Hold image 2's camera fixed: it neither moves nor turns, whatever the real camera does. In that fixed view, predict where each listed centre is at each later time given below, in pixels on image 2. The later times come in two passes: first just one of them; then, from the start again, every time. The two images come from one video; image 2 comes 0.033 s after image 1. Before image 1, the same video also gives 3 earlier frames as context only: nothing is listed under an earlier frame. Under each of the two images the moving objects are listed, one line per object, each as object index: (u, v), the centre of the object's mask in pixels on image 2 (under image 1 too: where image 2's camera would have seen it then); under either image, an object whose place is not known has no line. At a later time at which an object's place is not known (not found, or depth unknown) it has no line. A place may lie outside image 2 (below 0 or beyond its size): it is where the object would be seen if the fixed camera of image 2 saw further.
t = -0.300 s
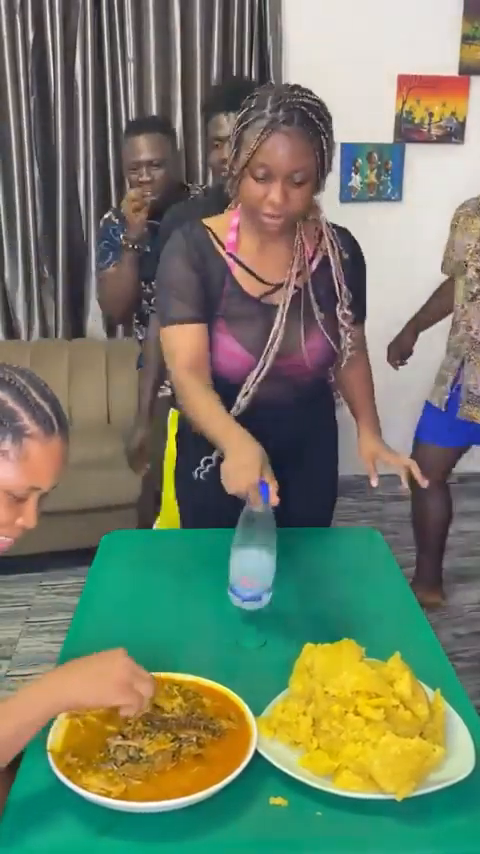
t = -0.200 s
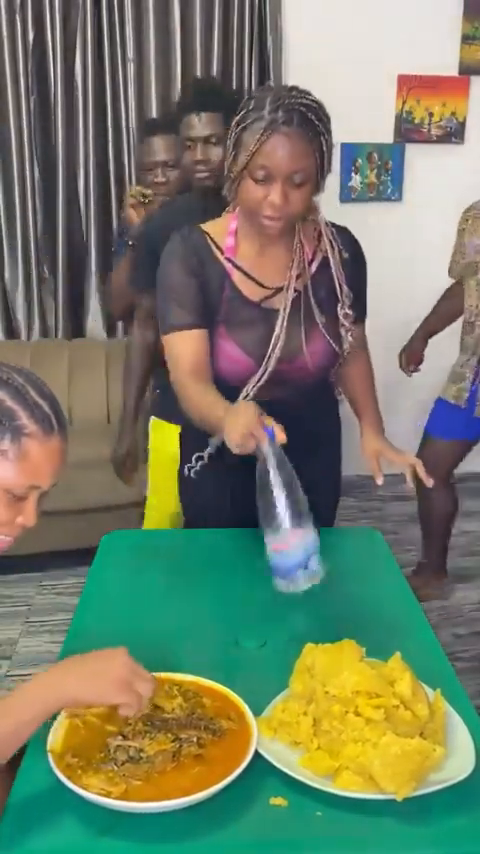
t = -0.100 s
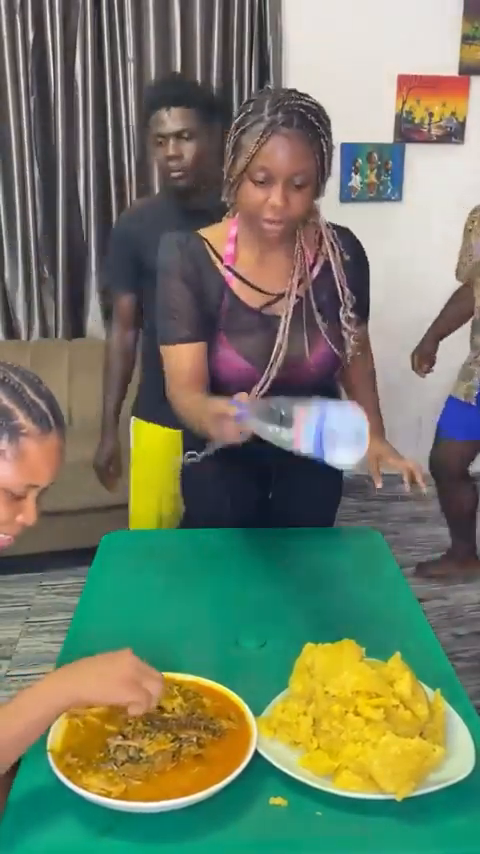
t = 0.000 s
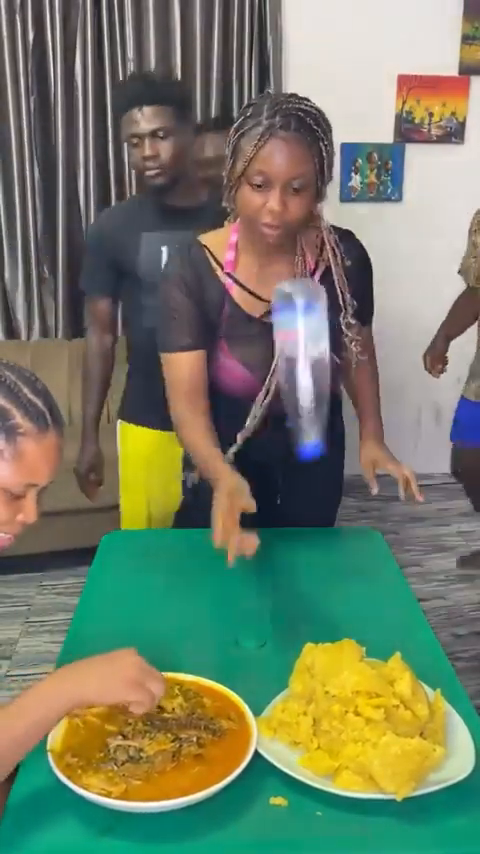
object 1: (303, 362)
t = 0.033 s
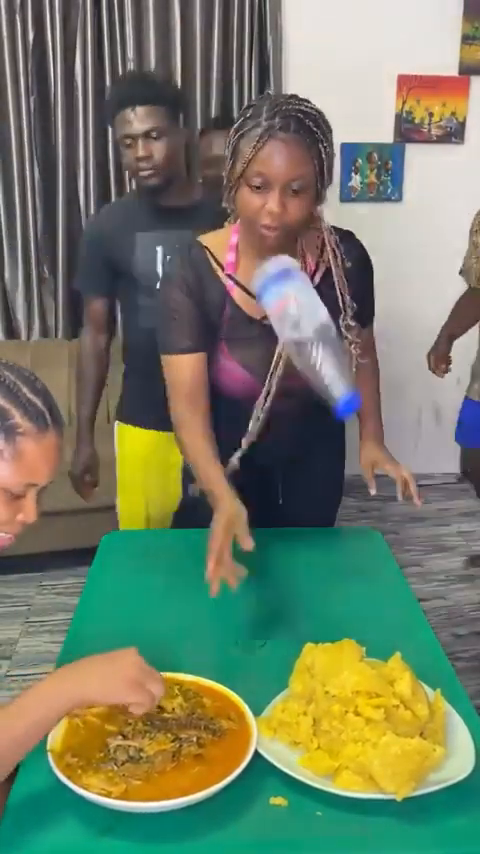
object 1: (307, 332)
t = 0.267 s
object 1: (224, 363)
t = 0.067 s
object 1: (303, 305)
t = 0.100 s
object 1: (291, 287)
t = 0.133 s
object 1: (275, 283)
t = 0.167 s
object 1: (260, 291)
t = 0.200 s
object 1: (246, 309)
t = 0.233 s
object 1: (235, 333)
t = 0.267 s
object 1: (224, 363)
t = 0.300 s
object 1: (216, 397)
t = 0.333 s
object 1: (208, 436)
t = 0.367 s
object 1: (201, 477)
